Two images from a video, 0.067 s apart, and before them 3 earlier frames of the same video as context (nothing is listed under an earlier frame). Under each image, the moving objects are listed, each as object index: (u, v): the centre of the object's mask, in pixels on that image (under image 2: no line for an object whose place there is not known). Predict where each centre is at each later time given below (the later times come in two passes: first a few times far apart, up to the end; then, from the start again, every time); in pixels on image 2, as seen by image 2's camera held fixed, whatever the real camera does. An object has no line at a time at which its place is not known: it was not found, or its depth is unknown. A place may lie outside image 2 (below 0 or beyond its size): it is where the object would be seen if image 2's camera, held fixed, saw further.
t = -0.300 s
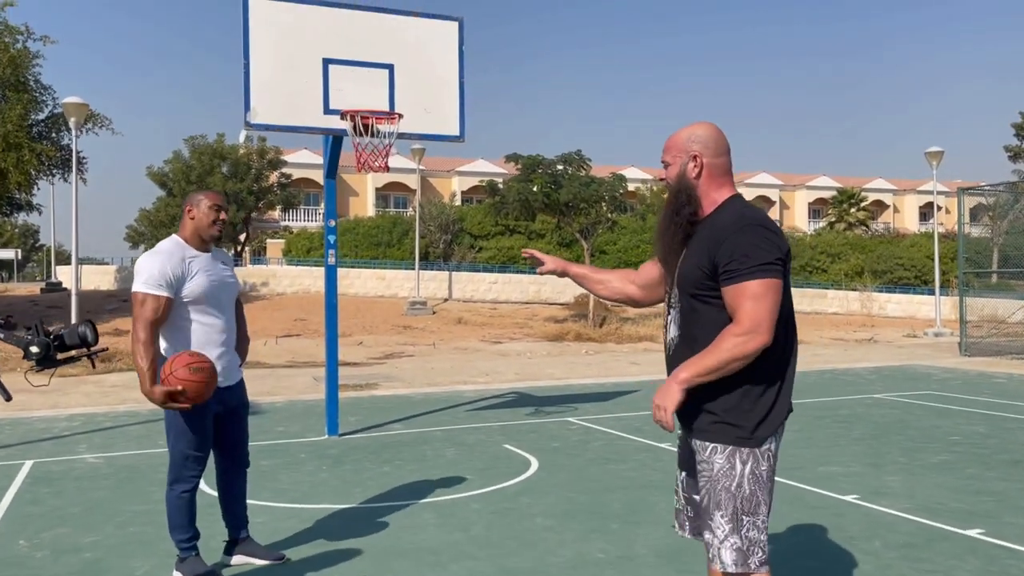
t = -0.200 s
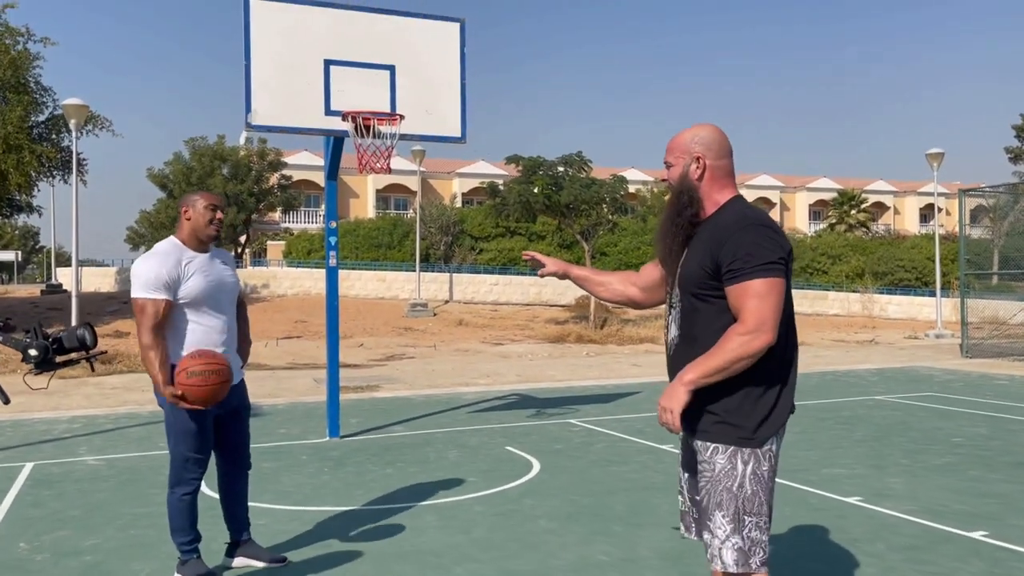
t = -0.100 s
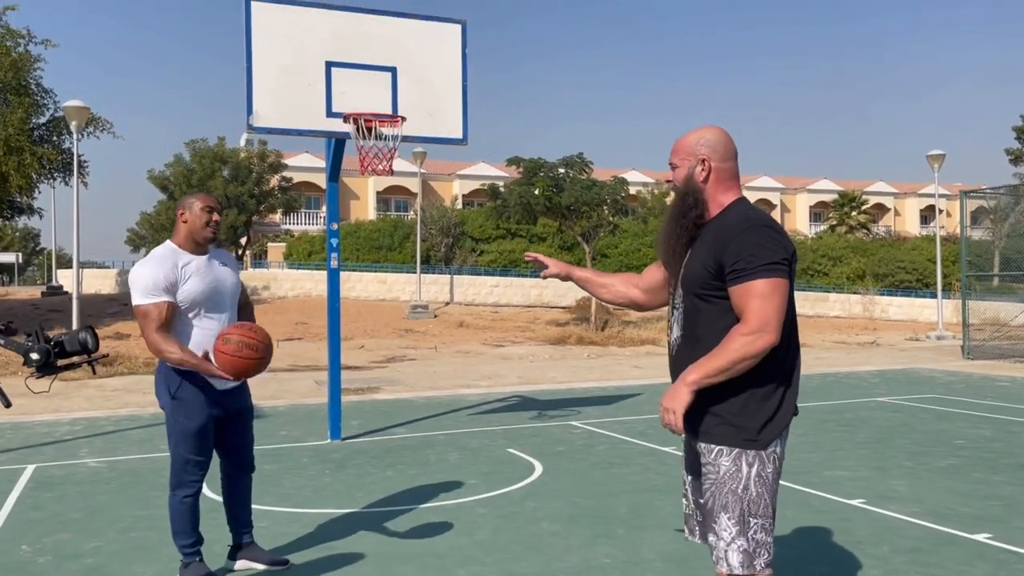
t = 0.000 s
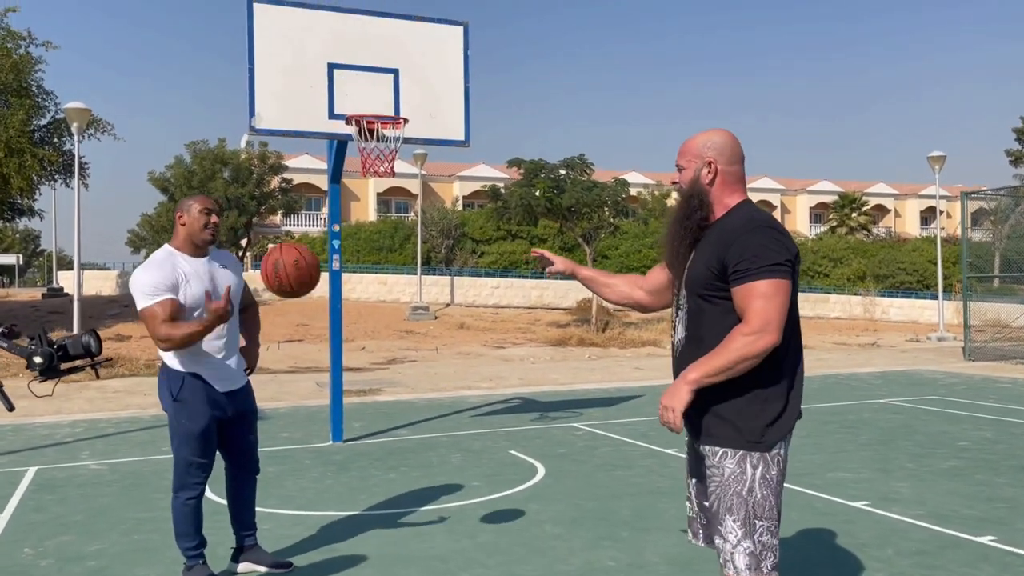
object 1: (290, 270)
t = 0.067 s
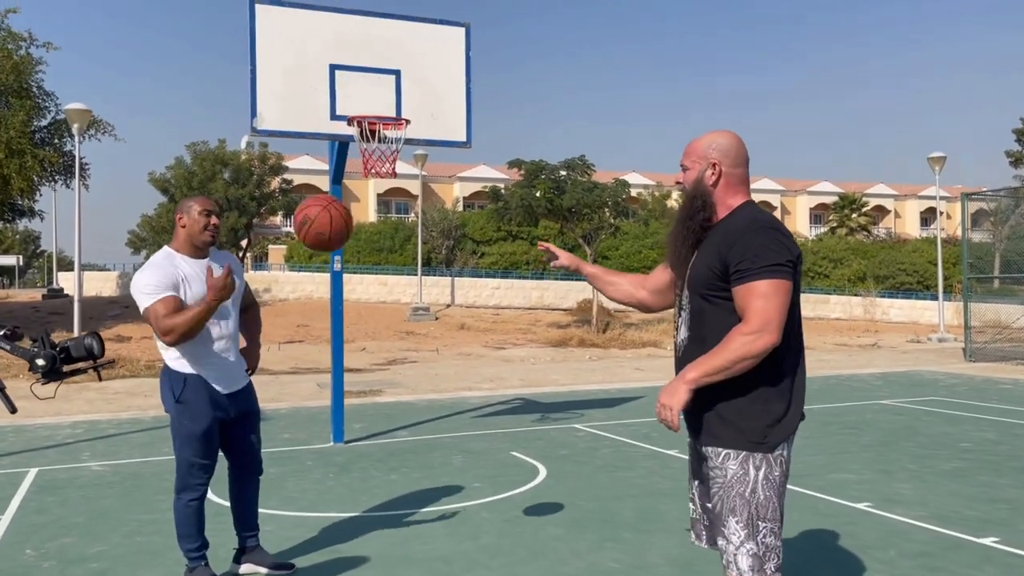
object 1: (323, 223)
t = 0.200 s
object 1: (386, 156)
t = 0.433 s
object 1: (503, 137)
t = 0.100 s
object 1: (338, 203)
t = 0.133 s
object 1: (354, 185)
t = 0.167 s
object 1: (370, 169)
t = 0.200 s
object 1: (386, 156)
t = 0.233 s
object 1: (403, 146)
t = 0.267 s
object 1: (419, 138)
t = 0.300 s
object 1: (436, 132)
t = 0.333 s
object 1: (453, 129)
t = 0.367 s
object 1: (469, 129)
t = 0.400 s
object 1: (486, 132)
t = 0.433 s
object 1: (503, 137)
